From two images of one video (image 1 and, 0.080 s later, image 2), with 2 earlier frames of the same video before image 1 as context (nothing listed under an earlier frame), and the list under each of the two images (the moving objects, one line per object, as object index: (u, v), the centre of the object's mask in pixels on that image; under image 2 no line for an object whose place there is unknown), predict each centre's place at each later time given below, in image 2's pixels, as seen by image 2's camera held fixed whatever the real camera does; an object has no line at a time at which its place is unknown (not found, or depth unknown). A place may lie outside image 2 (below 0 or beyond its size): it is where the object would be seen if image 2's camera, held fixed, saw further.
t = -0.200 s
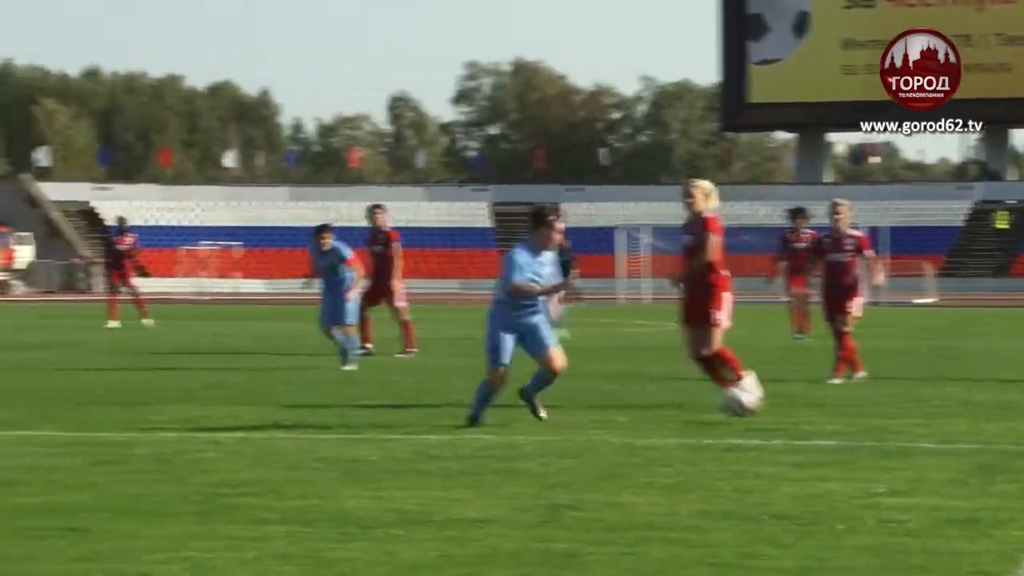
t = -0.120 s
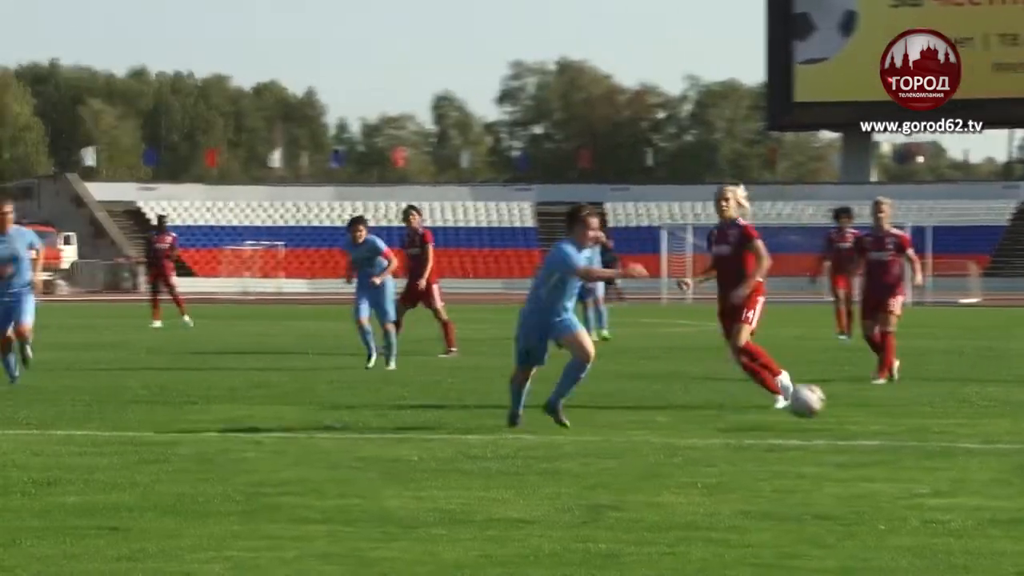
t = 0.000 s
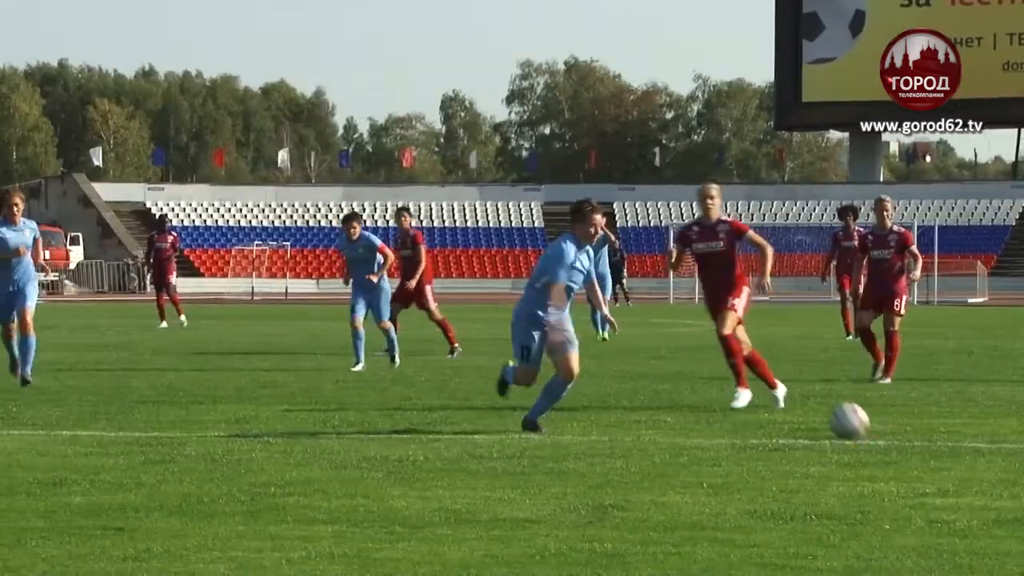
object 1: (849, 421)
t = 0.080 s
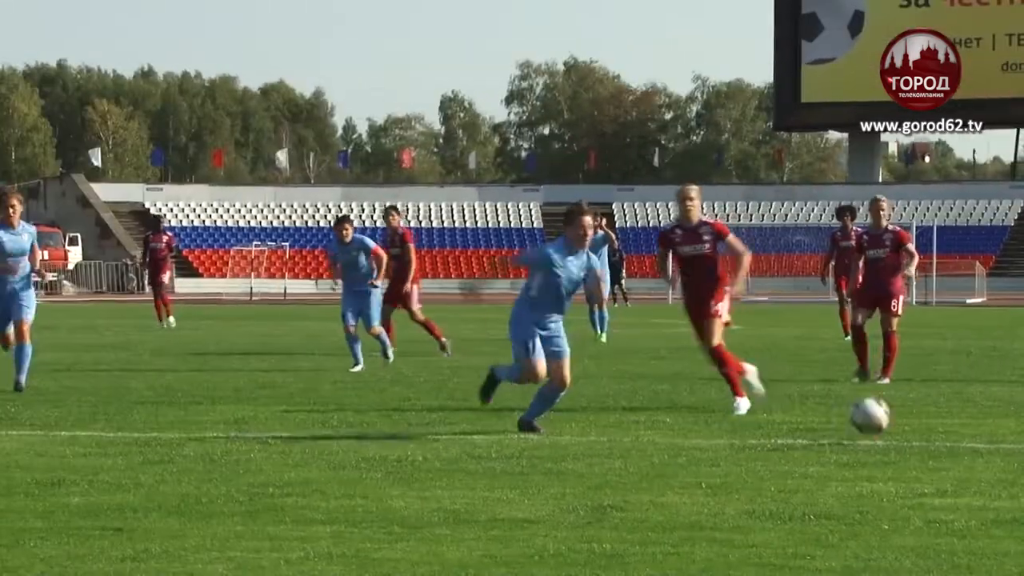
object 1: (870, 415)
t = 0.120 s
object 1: (879, 410)
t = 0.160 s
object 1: (890, 406)
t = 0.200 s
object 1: (898, 405)
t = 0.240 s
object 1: (907, 406)
